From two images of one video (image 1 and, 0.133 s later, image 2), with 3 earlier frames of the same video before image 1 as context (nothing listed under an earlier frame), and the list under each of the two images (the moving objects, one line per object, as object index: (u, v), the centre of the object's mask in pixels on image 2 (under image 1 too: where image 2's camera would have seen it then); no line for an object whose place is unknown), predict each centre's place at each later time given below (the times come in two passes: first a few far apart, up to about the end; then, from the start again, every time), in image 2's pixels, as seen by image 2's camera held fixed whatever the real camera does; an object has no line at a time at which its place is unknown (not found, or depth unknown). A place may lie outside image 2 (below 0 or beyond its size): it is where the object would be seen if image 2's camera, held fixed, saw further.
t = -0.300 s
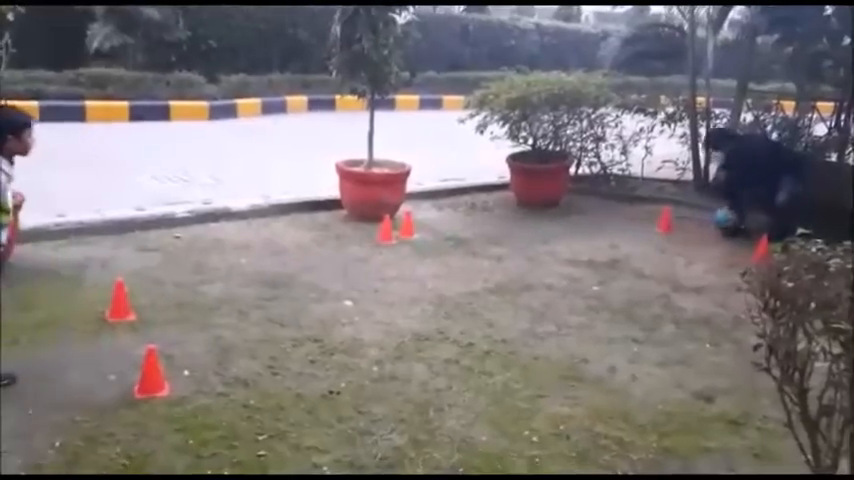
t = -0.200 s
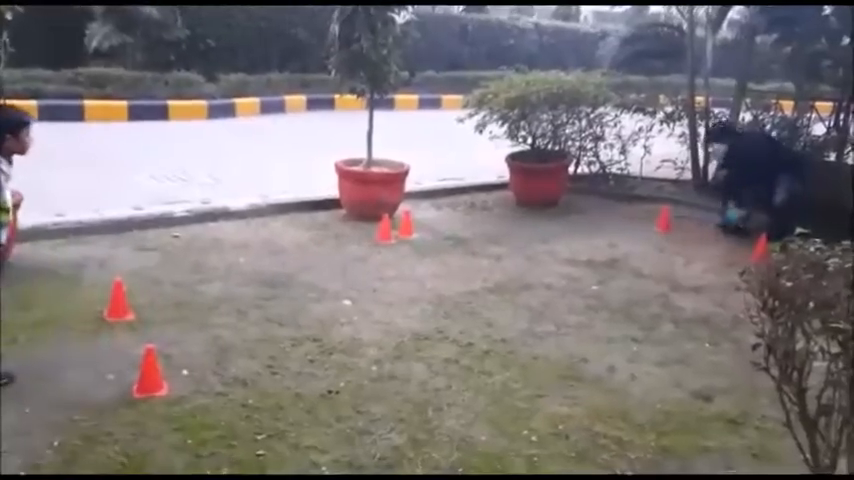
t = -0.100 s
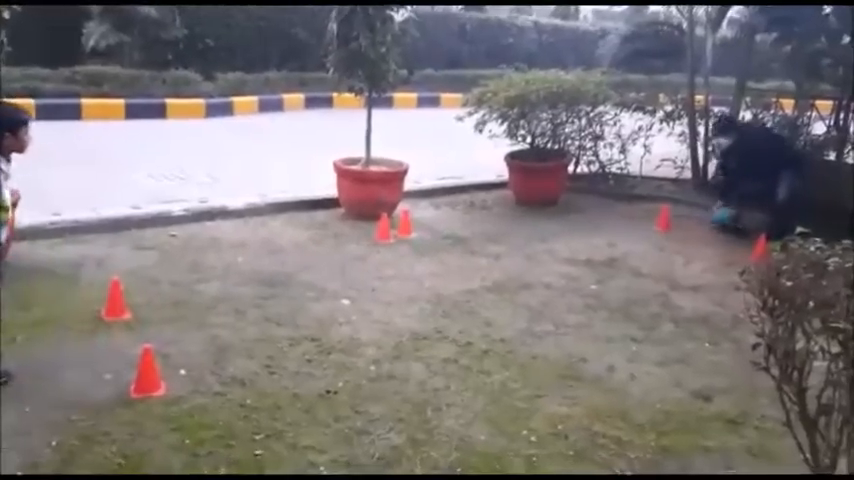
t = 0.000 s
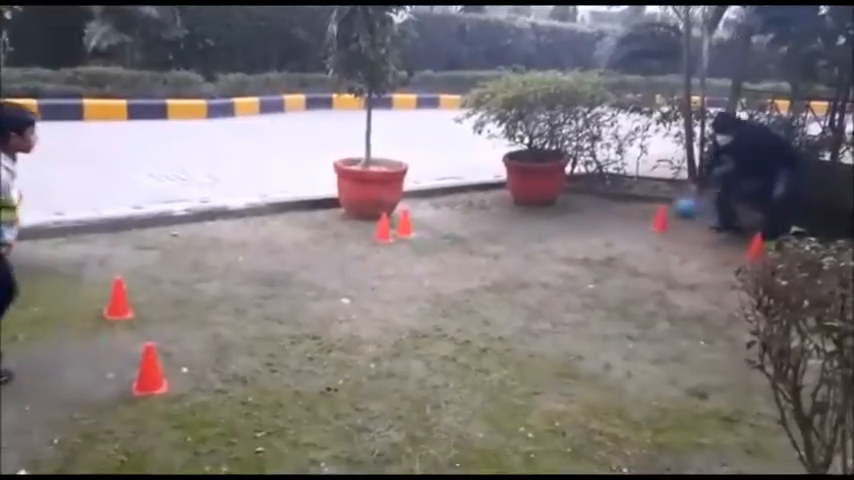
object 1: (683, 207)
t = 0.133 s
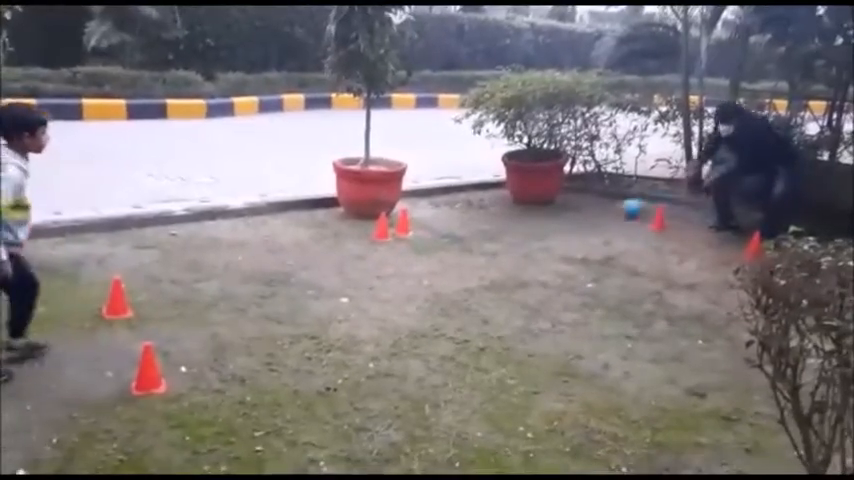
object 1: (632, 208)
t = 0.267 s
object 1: (571, 231)
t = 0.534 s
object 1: (466, 262)
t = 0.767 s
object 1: (381, 290)
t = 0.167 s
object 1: (619, 211)
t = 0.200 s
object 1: (604, 216)
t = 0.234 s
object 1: (588, 223)
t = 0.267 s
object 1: (571, 231)
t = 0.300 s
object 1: (554, 242)
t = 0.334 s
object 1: (537, 252)
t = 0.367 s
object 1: (517, 268)
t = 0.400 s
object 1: (506, 268)
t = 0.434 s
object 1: (497, 263)
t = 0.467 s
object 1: (487, 260)
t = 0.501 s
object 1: (477, 260)
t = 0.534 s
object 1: (466, 262)
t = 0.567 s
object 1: (455, 265)
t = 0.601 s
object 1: (444, 270)
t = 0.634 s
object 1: (432, 276)
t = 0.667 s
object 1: (420, 286)
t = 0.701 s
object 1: (406, 288)
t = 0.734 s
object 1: (393, 289)
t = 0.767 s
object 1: (381, 290)
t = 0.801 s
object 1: (367, 293)
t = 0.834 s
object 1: (355, 297)
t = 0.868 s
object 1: (340, 300)
